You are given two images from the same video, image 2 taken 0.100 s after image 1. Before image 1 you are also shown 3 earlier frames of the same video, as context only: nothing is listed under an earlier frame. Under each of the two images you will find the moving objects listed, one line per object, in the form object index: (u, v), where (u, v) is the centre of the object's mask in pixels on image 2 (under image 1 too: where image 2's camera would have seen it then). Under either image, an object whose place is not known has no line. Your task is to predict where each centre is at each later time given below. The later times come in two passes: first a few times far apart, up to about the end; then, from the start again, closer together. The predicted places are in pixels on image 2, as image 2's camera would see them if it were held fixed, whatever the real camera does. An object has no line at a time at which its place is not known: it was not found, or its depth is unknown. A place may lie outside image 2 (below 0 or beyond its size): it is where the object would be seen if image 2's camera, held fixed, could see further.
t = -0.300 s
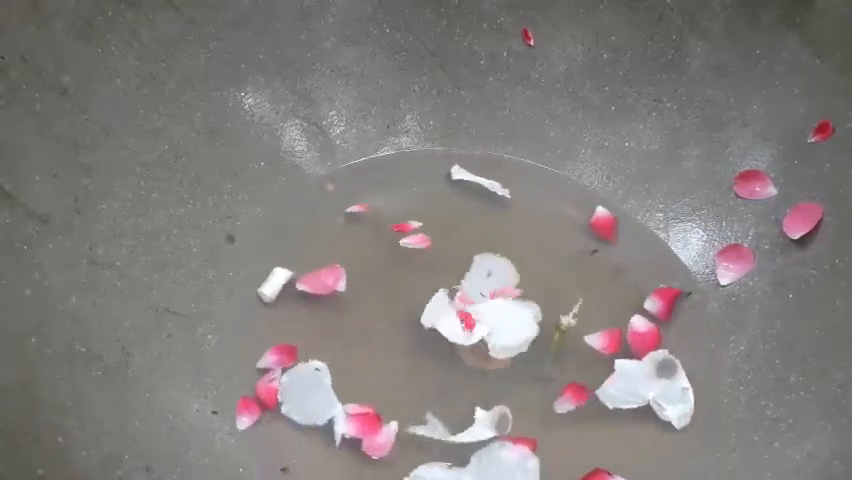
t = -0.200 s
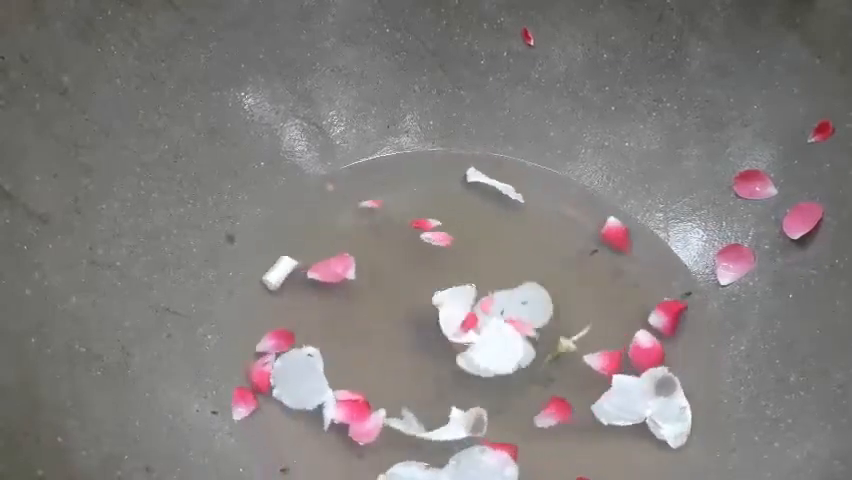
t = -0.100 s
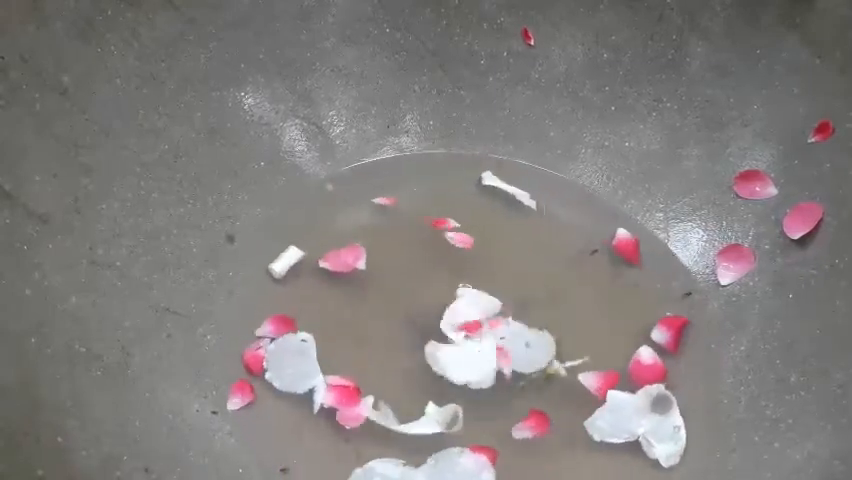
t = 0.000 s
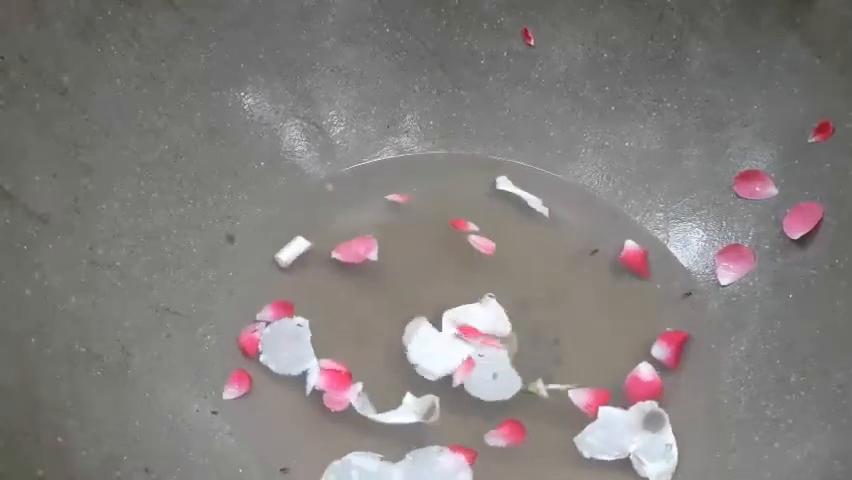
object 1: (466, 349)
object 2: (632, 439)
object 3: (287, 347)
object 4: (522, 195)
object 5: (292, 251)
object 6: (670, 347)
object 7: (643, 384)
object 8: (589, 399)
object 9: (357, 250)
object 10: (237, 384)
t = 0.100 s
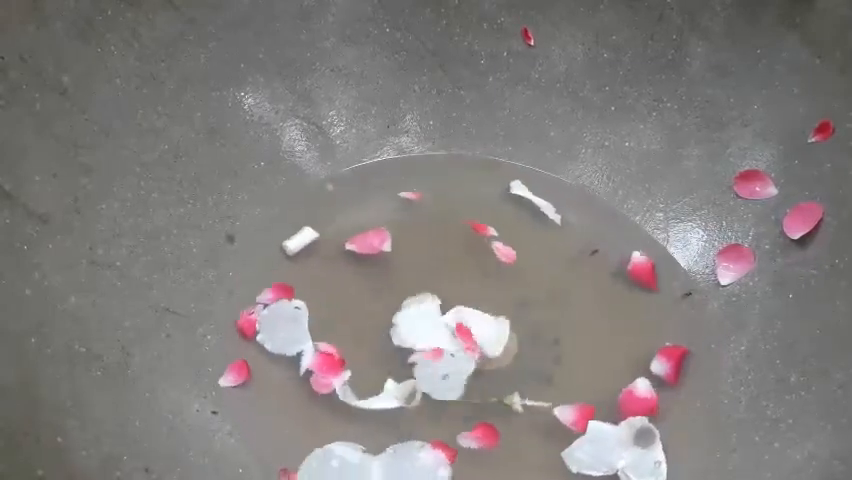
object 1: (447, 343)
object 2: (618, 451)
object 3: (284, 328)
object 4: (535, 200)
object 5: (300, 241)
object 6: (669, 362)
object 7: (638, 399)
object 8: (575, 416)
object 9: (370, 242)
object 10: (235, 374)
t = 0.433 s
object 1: (461, 301)
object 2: (574, 469)
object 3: (297, 268)
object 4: (580, 222)
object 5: (335, 209)
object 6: (659, 408)
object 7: (609, 442)
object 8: (513, 451)
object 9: (427, 221)
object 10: (236, 336)
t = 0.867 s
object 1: (470, 350)
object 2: (518, 470)
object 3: (332, 224)
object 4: (632, 271)
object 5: (390, 190)
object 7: (521, 438)
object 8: (415, 459)
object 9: (509, 237)
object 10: (241, 303)
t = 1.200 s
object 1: (445, 307)
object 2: (454, 463)
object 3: (369, 208)
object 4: (652, 312)
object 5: (435, 182)
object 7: (430, 415)
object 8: (350, 426)
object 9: (562, 274)
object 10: (249, 277)
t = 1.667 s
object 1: (489, 342)
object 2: (368, 429)
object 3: (445, 203)
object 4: (660, 379)
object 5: (502, 188)
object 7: (360, 330)
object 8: (309, 359)
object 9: (587, 358)
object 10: (268, 248)
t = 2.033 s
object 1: (435, 318)
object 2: (332, 365)
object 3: (504, 214)
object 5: (552, 210)
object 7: (379, 267)
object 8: (307, 307)
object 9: (532, 420)
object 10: (285, 228)
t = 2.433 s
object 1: (503, 324)
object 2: (348, 293)
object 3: (569, 241)
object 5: (609, 242)
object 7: (454, 243)
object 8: (336, 251)
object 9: (436, 426)
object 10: (310, 208)
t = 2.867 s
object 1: (437, 328)
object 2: (408, 248)
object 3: (606, 301)
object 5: (651, 298)
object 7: (541, 311)
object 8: (379, 210)
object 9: (351, 369)
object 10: (335, 195)
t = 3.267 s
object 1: (492, 317)
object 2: (494, 232)
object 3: (609, 362)
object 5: (669, 351)
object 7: (489, 392)
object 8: (432, 188)
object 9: (343, 295)
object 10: (367, 180)
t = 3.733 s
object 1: (441, 334)
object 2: (565, 269)
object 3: (543, 430)
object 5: (656, 426)
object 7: (364, 346)
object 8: (489, 191)
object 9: (384, 242)
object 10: (399, 175)
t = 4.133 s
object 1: (493, 321)
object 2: (597, 316)
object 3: (440, 428)
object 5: (610, 471)
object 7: (381, 268)
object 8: (540, 201)
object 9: (447, 220)
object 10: (435, 171)
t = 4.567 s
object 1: (434, 340)
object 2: (598, 395)
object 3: (347, 376)
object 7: (467, 245)
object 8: (593, 232)
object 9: (520, 233)
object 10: (473, 175)
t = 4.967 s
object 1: (487, 312)
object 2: (546, 438)
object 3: (334, 307)
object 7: (546, 285)
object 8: (633, 268)
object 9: (575, 270)
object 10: (509, 180)
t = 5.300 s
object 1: (467, 354)
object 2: (480, 437)
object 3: (366, 262)
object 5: (351, 465)
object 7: (579, 350)
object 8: (660, 298)
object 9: (604, 318)
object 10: (541, 193)
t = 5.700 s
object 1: (445, 316)
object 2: (376, 397)
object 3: (427, 233)
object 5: (302, 417)
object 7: (541, 425)
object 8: (674, 334)
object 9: (587, 389)
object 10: (577, 215)
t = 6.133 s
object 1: (485, 336)
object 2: (358, 310)
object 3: (510, 235)
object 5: (284, 352)
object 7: (452, 454)
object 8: (679, 376)
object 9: (515, 442)
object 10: (617, 240)
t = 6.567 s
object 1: (442, 323)
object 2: (394, 248)
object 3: (575, 285)
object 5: (288, 295)
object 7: (361, 431)
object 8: (659, 425)
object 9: (408, 438)
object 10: (645, 275)
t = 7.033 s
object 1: (495, 339)
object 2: (470, 213)
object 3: (612, 365)
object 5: (322, 242)
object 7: (307, 356)
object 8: (617, 465)
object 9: (344, 366)
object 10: (670, 310)
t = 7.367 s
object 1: (437, 341)
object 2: (522, 220)
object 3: (581, 419)
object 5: (353, 219)
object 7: (304, 304)
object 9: (339, 310)
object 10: (676, 343)
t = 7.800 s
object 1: (494, 318)
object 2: (585, 246)
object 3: (494, 448)
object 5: (402, 194)
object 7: (332, 249)
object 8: (360, 459)
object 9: (379, 252)
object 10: (677, 381)
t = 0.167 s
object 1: (440, 334)
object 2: (608, 456)
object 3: (284, 315)
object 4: (544, 204)
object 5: (306, 234)
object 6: (668, 372)
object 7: (632, 409)
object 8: (564, 425)
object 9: (380, 236)
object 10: (235, 367)
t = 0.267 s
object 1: (440, 319)
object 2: (594, 462)
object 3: (287, 296)
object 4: (557, 210)
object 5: (316, 224)
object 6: (665, 386)
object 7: (625, 423)
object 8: (547, 437)
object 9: (397, 229)
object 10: (234, 354)
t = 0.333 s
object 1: (445, 310)
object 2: (585, 465)
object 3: (290, 284)
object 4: (566, 214)
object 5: (323, 218)
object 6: (663, 395)
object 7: (618, 431)
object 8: (535, 444)
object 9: (409, 225)
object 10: (234, 346)
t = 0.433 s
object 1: (461, 301)
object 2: (574, 469)
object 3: (297, 268)
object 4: (580, 222)
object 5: (335, 209)
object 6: (659, 408)
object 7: (609, 442)
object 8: (513, 451)
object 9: (427, 221)
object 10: (236, 336)
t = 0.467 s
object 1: (467, 301)
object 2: (571, 470)
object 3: (299, 263)
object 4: (585, 225)
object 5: (339, 207)
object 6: (657, 412)
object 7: (605, 444)
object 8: (506, 453)
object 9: (433, 221)
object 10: (236, 333)
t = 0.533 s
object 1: (480, 304)
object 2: (567, 471)
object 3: (304, 255)
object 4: (595, 231)
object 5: (348, 202)
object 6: (654, 421)
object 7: (595, 446)
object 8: (492, 456)
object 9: (446, 220)
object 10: (237, 327)
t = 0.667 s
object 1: (494, 323)
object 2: (556, 471)
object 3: (314, 241)
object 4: (612, 246)
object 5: (364, 196)
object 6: (646, 440)
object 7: (570, 443)
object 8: (462, 461)
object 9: (472, 223)
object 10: (238, 317)
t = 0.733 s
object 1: (492, 335)
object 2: (545, 471)
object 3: (320, 234)
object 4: (620, 254)
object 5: (372, 193)
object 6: (640, 447)
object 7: (554, 442)
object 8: (446, 461)
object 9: (485, 226)
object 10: (239, 312)
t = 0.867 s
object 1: (470, 350)
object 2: (518, 470)
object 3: (332, 224)
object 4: (632, 271)
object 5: (390, 190)
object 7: (521, 438)
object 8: (415, 459)
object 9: (509, 237)
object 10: (241, 303)
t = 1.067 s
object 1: (438, 330)
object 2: (478, 467)
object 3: (352, 212)
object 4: (644, 296)
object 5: (416, 185)
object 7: (465, 428)
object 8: (373, 442)
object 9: (543, 256)
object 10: (245, 288)
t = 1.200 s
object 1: (445, 307)
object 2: (454, 463)
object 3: (369, 208)
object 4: (652, 312)
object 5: (435, 182)
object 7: (430, 415)
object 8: (350, 426)
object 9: (562, 274)
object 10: (249, 277)
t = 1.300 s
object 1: (463, 300)
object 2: (437, 459)
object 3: (384, 204)
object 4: (656, 325)
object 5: (449, 181)
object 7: (407, 398)
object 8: (338, 412)
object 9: (575, 289)
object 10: (253, 268)
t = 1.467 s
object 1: (490, 309)
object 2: (404, 447)
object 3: (411, 199)
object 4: (661, 347)
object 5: (473, 181)
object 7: (377, 368)
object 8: (322, 387)
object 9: (587, 318)
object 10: (261, 258)
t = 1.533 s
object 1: (495, 319)
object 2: (391, 442)
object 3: (422, 199)
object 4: (662, 357)
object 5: (483, 182)
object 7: (369, 355)
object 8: (317, 377)
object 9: (590, 331)
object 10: (263, 254)
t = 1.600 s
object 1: (496, 334)
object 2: (380, 436)
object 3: (433, 199)
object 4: (661, 368)
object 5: (492, 185)
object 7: (364, 342)
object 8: (313, 368)
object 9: (590, 344)
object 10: (266, 251)
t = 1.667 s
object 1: (489, 342)
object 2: (368, 429)
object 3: (445, 203)
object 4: (660, 379)
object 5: (502, 188)
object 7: (360, 330)
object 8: (309, 359)
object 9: (587, 358)
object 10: (268, 248)
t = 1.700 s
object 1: (483, 347)
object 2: (364, 424)
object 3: (451, 204)
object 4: (659, 384)
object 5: (507, 190)
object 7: (358, 324)
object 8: (308, 354)
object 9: (584, 365)
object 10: (270, 246)
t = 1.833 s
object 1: (454, 350)
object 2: (347, 402)
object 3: (473, 207)
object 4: (652, 407)
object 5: (525, 198)
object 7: (360, 299)
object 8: (304, 336)
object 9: (569, 391)
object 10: (275, 240)
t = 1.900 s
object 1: (442, 343)
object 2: (340, 390)
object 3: (483, 209)
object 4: (647, 417)
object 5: (534, 202)
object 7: (366, 286)
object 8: (304, 326)
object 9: (558, 402)
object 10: (278, 236)
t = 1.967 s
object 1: (435, 331)
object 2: (336, 378)
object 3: (494, 211)
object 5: (543, 206)
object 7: (371, 276)
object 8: (305, 317)
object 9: (547, 412)
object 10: (281, 232)
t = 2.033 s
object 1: (435, 318)
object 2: (332, 365)
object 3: (504, 214)
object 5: (552, 210)
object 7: (379, 267)
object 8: (307, 307)
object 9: (532, 420)
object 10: (285, 228)
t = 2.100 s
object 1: (442, 307)
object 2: (331, 352)
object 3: (515, 217)
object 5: (562, 215)
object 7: (388, 260)
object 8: (310, 296)
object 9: (518, 425)
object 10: (289, 224)
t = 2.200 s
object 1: (463, 298)
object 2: (333, 333)
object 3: (532, 222)
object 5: (576, 221)
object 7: (405, 249)
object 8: (317, 283)
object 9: (494, 430)
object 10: (295, 218)
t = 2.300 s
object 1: (486, 302)
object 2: (338, 314)
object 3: (548, 229)
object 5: (591, 229)
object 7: (425, 244)
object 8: (325, 269)
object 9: (469, 430)
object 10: (302, 214)
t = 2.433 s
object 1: (503, 324)
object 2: (348, 293)
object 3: (569, 241)
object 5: (609, 242)
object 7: (454, 243)
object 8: (336, 251)
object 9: (436, 426)
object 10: (310, 208)
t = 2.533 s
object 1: (496, 343)
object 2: (359, 279)
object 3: (581, 253)
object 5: (622, 253)
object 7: (477, 248)
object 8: (346, 239)
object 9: (412, 418)
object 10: (316, 205)
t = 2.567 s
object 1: (491, 348)
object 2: (362, 275)
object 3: (585, 257)
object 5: (626, 258)
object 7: (485, 252)
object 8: (348, 236)
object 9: (405, 415)
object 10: (317, 204)
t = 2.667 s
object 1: (467, 355)
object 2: (375, 264)
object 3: (594, 272)
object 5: (636, 271)
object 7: (510, 266)
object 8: (358, 226)
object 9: (383, 403)
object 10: (323, 201)
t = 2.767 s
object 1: (445, 346)
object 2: (391, 256)
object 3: (601, 286)
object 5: (644, 285)
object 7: (529, 287)
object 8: (368, 218)
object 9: (365, 387)
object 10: (328, 198)
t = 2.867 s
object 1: (437, 328)
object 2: (408, 248)
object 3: (606, 301)
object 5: (651, 298)
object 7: (541, 311)
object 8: (379, 210)
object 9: (351, 369)
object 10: (335, 195)
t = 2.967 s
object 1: (445, 312)
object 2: (427, 240)
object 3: (609, 315)
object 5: (657, 311)
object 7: (544, 337)
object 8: (392, 204)
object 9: (343, 350)
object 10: (341, 192)
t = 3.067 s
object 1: (461, 305)
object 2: (447, 235)
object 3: (612, 330)
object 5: (662, 323)
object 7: (535, 362)
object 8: (405, 198)
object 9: (340, 331)
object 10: (350, 187)
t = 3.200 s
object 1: (484, 310)
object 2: (477, 231)
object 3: (611, 351)
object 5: (668, 341)
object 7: (507, 386)
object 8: (423, 190)
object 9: (341, 306)
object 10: (360, 181)
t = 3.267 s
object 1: (492, 317)
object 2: (494, 232)
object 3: (609, 362)
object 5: (669, 351)
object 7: (489, 392)
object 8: (432, 188)
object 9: (343, 295)
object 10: (367, 180)
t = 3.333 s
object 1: (495, 328)
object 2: (509, 234)
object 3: (605, 373)
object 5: (670, 360)
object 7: (468, 394)
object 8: (441, 187)
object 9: (346, 286)
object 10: (371, 179)
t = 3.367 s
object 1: (495, 332)
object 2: (516, 235)
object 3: (603, 378)
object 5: (670, 366)
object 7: (458, 395)
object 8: (445, 187)
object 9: (349, 281)
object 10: (374, 178)
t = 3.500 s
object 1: (479, 349)
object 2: (539, 245)
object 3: (589, 401)
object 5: (669, 387)
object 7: (412, 385)
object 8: (462, 188)
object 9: (359, 264)
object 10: (383, 177)
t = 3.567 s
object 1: (465, 351)
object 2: (548, 251)
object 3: (578, 412)
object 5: (667, 398)
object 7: (393, 376)
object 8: (470, 188)
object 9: (365, 258)
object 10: (388, 177)
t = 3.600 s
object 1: (458, 350)
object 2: (552, 255)
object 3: (572, 416)
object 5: (665, 404)
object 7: (385, 371)
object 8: (474, 189)
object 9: (369, 255)
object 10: (390, 177)
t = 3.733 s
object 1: (441, 334)
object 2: (565, 269)
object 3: (543, 430)
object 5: (656, 426)
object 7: (364, 346)
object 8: (489, 191)
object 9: (384, 242)
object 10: (399, 175)
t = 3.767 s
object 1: (440, 328)
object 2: (568, 272)
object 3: (535, 432)
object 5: (653, 431)
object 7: (361, 338)
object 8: (493, 191)
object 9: (388, 239)
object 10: (402, 175)
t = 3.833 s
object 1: (444, 318)
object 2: (575, 280)
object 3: (518, 436)
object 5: (646, 441)
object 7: (357, 324)
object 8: (502, 193)
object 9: (397, 235)
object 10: (408, 175)
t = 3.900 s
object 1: (453, 311)
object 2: (580, 287)
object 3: (500, 437)
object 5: (639, 449)
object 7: (357, 310)
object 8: (510, 194)
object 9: (408, 230)
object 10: (414, 174)
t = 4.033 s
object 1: (478, 309)
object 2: (591, 303)
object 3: (465, 435)
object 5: (623, 464)
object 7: (367, 284)
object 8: (527, 197)
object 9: (430, 223)
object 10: (426, 172)
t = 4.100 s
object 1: (489, 316)
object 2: (595, 311)
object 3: (448, 431)
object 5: (615, 469)
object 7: (375, 273)
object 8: (535, 200)
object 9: (441, 220)
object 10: (432, 171)
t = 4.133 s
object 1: (493, 321)
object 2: (597, 316)
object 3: (440, 428)
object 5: (610, 471)
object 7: (381, 268)
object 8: (540, 201)
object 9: (447, 220)
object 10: (435, 171)
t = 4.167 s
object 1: (495, 326)
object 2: (599, 321)
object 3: (431, 426)
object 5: (604, 473)
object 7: (386, 263)
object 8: (544, 203)
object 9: (452, 219)
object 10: (438, 171)
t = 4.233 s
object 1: (495, 338)
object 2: (603, 332)
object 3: (415, 420)
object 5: (593, 477)
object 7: (398, 255)
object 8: (553, 206)
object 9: (464, 219)
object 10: (444, 171)
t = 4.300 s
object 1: (488, 348)
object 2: (607, 346)
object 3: (399, 413)
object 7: (410, 249)
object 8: (561, 210)
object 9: (475, 219)
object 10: (450, 171)
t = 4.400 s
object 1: (467, 357)
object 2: (607, 365)
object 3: (377, 401)
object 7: (431, 244)
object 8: (573, 217)
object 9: (492, 223)
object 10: (459, 171)
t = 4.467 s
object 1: (451, 354)
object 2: (604, 377)
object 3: (364, 392)
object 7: (445, 243)
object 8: (581, 223)
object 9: (503, 226)
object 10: (465, 173)
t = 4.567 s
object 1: (434, 340)
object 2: (598, 395)
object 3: (347, 376)
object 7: (467, 245)
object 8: (593, 232)
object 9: (520, 233)
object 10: (473, 175)
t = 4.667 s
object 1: (432, 321)
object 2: (588, 412)
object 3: (335, 360)
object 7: (489, 250)
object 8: (604, 241)
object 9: (535, 240)
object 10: (482, 177)
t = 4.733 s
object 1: (440, 311)
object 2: (581, 421)
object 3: (331, 348)
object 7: (502, 256)
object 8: (610, 247)
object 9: (545, 246)
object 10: (487, 178)
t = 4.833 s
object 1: (460, 304)
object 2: (567, 430)
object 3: (330, 330)
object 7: (523, 266)
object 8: (620, 256)
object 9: (558, 256)
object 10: (496, 179)
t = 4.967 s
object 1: (487, 312)
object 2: (546, 438)
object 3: (334, 307)
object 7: (546, 285)
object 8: (633, 268)
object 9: (575, 270)
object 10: (509, 180)
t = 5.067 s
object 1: (496, 327)
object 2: (528, 440)
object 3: (342, 291)
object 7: (561, 302)
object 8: (644, 278)
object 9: (587, 282)
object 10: (519, 183)
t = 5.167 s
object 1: (492, 343)
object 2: (509, 439)
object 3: (352, 277)
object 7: (573, 321)
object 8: (653, 287)
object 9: (596, 296)
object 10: (529, 186)
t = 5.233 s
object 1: (482, 351)
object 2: (495, 438)
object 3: (359, 269)
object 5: (360, 468)
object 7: (577, 335)
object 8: (657, 292)
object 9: (601, 307)
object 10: (535, 190)
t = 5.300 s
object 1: (467, 354)
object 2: (480, 437)
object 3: (366, 262)
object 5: (351, 465)
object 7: (579, 350)
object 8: (660, 298)
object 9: (604, 318)
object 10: (541, 193)
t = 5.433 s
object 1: (447, 345)
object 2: (442, 432)
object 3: (383, 250)
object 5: (333, 454)
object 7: (575, 380)
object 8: (667, 312)
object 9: (605, 344)
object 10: (552, 200)
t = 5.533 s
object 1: (441, 335)
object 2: (412, 423)
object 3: (399, 242)
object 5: (319, 441)
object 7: (566, 399)
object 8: (670, 322)
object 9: (601, 362)
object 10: (561, 206)
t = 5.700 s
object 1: (445, 316)
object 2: (376, 397)
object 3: (427, 233)
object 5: (302, 417)
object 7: (541, 425)
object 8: (674, 334)
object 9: (587, 389)
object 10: (577, 215)
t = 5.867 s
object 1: (470, 309)
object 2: (359, 364)
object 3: (460, 228)
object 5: (292, 392)
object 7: (511, 443)
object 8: (678, 351)
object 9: (566, 414)
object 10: (593, 223)
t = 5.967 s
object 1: (483, 316)
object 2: (356, 342)
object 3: (479, 228)
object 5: (287, 377)
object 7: (491, 449)
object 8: (680, 360)
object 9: (550, 426)
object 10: (601, 228)
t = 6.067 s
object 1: (488, 328)
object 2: (357, 322)
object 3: (498, 231)
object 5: (284, 362)
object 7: (468, 453)
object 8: (680, 369)
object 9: (530, 437)
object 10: (611, 235)
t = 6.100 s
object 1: (487, 332)
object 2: (357, 316)
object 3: (504, 233)
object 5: (284, 357)
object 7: (460, 453)
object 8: (680, 373)
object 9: (523, 440)
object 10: (613, 237)
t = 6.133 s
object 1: (485, 336)
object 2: (358, 310)
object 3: (510, 235)
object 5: (284, 352)
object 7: (452, 454)
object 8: (679, 376)
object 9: (515, 442)
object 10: (617, 240)
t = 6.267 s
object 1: (471, 348)
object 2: (365, 288)
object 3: (532, 247)
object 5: (282, 335)
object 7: (422, 452)
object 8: (676, 391)
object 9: (481, 449)
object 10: (626, 251)
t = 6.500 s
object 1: (442, 333)
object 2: (386, 257)
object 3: (565, 274)
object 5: (285, 304)
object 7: (372, 438)
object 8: (663, 418)
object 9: (423, 443)
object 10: (642, 270)
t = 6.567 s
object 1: (442, 323)
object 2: (394, 248)
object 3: (575, 285)
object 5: (288, 295)
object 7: (361, 431)
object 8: (659, 425)
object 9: (408, 438)
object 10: (645, 275)
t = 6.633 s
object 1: (448, 315)
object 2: (404, 240)
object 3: (583, 295)
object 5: (291, 286)
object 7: (349, 423)
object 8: (654, 431)
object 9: (394, 430)
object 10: (649, 280)
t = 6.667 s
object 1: (452, 312)
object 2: (410, 235)
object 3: (587, 300)
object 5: (293, 282)
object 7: (344, 417)
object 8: (651, 434)
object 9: (388, 426)
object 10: (650, 283)
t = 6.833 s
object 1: (482, 311)
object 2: (437, 219)
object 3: (604, 328)
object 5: (305, 262)
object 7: (322, 391)
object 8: (637, 448)
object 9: (362, 401)
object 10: (659, 294)
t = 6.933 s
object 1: (494, 322)
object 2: (453, 214)
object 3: (610, 346)
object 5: (313, 251)
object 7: (313, 374)
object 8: (628, 456)
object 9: (352, 384)
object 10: (664, 301)
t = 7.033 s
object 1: (495, 339)
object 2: (470, 213)
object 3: (612, 365)
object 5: (322, 242)
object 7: (307, 356)
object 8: (617, 465)
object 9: (344, 366)
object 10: (670, 310)
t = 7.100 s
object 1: (487, 349)
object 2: (481, 213)
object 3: (610, 377)
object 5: (328, 237)
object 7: (305, 345)
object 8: (609, 469)
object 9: (341, 355)
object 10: (672, 316)
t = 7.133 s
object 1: (481, 353)
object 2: (486, 214)
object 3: (608, 383)
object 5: (331, 234)
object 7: (303, 340)
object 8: (603, 471)
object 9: (340, 350)
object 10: (673, 320)
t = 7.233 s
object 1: (459, 356)
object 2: (502, 215)
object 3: (599, 400)
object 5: (340, 228)
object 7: (302, 324)
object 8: (582, 476)
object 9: (339, 333)
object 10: (675, 330)
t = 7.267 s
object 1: (453, 353)
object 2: (507, 217)
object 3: (595, 405)
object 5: (343, 225)
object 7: (302, 319)
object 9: (339, 328)
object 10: (676, 333)
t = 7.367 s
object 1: (437, 341)
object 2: (522, 220)
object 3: (581, 419)
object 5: (353, 219)
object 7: (304, 304)
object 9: (339, 310)
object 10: (676, 343)
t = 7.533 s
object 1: (444, 314)
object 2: (547, 228)
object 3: (551, 439)
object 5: (370, 209)
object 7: (310, 280)
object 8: (398, 474)
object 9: (345, 285)
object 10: (676, 358)
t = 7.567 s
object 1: (449, 310)
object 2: (552, 230)
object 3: (545, 442)
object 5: (373, 207)
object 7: (313, 276)
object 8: (394, 473)
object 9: (348, 280)
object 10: (676, 361)
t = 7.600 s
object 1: (456, 308)
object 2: (557, 232)
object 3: (538, 444)
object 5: (376, 205)
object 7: (315, 271)
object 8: (388, 472)
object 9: (352, 275)
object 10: (676, 364)
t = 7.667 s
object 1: (470, 306)
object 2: (566, 236)
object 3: (524, 446)
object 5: (384, 200)
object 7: (322, 263)
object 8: (379, 469)
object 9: (360, 266)
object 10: (677, 369)
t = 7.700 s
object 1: (479, 315)
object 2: (571, 239)
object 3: (516, 447)
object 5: (387, 199)
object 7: (324, 259)
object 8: (374, 467)
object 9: (364, 262)
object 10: (677, 372)
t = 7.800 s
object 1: (494, 318)
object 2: (585, 246)
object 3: (494, 448)
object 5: (402, 194)
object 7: (332, 249)
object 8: (360, 459)
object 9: (379, 252)
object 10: (677, 381)
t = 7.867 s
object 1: (499, 330)
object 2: (594, 252)
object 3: (478, 448)
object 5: (414, 191)
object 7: (339, 243)
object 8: (351, 451)
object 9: (387, 247)
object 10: (677, 388)
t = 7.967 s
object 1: (495, 347)
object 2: (606, 263)
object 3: (454, 448)
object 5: (432, 189)
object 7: (350, 234)
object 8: (338, 439)
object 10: (676, 398)
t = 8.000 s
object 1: (490, 352)
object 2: (610, 267)
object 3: (445, 447)
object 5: (436, 190)
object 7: (353, 232)
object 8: (334, 435)
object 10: (676, 402)
